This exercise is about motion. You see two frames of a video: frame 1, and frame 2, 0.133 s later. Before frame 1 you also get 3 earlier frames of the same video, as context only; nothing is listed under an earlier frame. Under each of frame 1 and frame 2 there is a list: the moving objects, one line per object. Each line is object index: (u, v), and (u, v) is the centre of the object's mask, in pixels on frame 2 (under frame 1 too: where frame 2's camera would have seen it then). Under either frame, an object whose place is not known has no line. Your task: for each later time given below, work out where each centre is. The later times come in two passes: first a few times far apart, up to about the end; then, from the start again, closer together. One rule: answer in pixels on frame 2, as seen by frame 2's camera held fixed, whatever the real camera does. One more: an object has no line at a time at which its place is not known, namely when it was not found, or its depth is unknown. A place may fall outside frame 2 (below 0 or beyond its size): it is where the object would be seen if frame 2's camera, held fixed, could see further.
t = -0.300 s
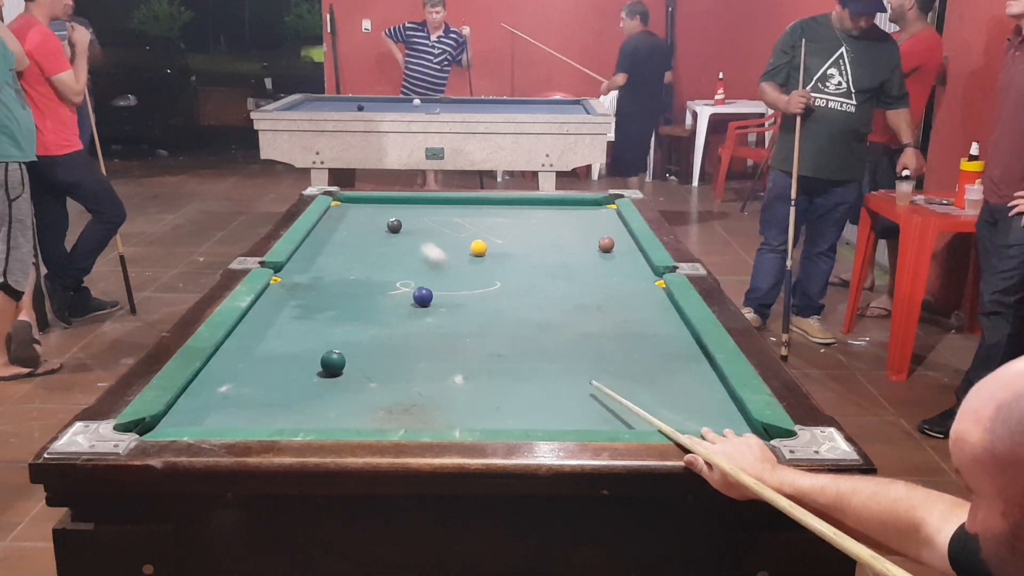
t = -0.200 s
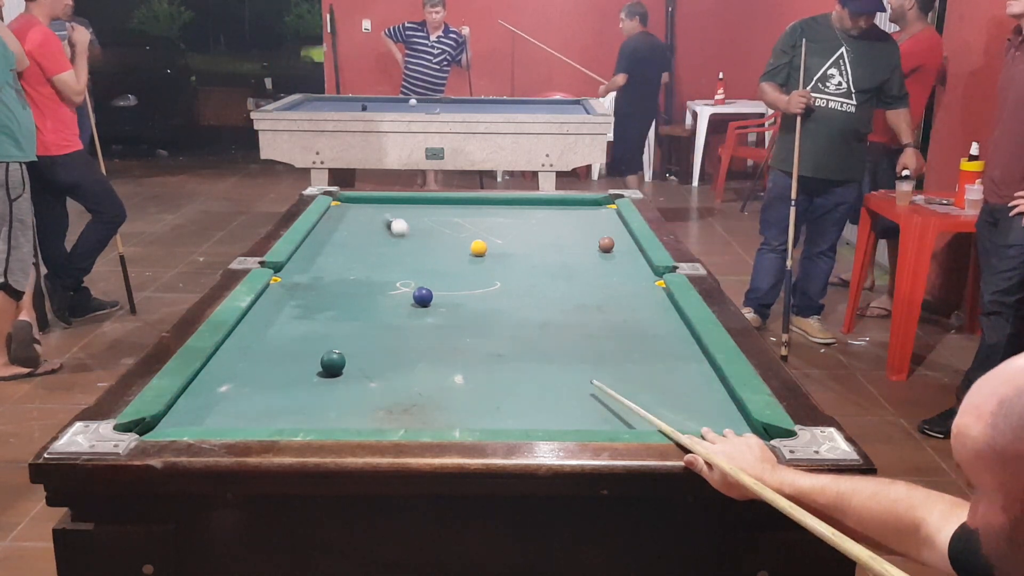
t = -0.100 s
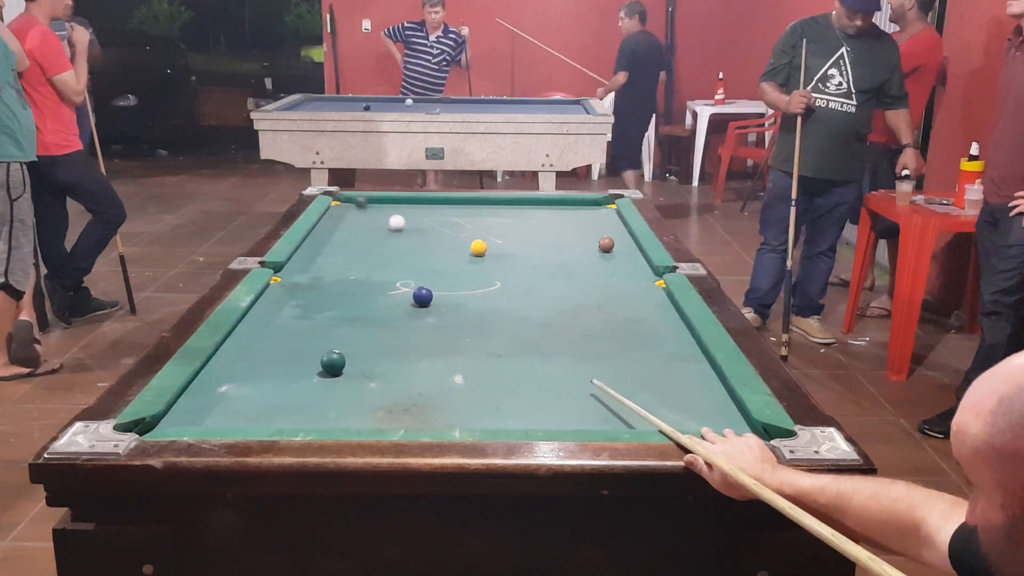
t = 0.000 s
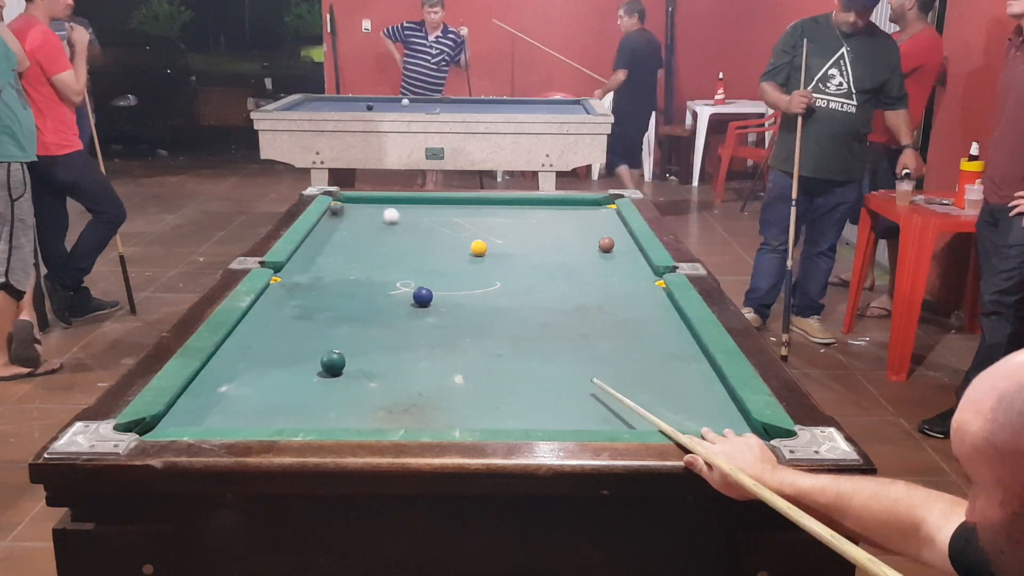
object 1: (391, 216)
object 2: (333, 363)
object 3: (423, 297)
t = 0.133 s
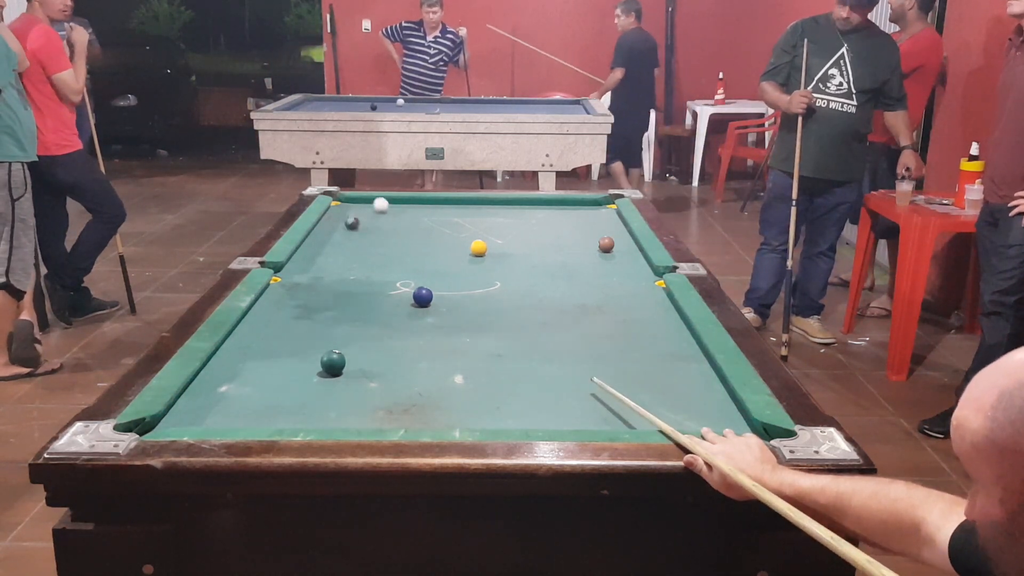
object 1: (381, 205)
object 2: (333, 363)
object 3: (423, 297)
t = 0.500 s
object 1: (343, 215)
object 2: (333, 363)
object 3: (423, 297)
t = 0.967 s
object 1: (327, 240)
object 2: (333, 363)
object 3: (408, 341)
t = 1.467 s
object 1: (334, 270)
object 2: (333, 363)
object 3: (377, 417)
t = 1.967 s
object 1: (342, 306)
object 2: (333, 363)
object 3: (393, 353)
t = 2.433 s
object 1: (349, 346)
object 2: (333, 363)
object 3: (401, 309)
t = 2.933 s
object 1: (396, 379)
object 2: (289, 384)
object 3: (407, 275)
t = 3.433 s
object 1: (453, 409)
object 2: (240, 408)
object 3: (410, 250)
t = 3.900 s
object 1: (505, 416)
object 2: (197, 420)
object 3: (412, 232)
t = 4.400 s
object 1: (546, 400)
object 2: (190, 412)
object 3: (413, 217)
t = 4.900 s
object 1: (577, 385)
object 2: (187, 400)
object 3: (414, 205)
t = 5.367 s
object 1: (600, 374)
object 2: (194, 395)
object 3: (412, 203)
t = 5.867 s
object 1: (617, 365)
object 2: (197, 393)
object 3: (407, 210)
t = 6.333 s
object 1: (627, 360)
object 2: (196, 392)
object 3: (402, 216)
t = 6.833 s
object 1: (635, 356)
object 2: (196, 392)
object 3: (396, 222)
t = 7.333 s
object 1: (637, 356)
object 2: (196, 392)
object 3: (391, 227)
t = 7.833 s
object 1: (637, 356)
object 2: (196, 391)
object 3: (387, 232)
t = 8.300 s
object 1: (637, 356)
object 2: (196, 391)
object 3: (383, 235)
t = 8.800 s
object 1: (637, 356)
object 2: (196, 391)
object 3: (381, 238)
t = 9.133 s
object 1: (637, 356)
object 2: (196, 391)
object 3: (380, 239)
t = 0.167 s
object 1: (378, 203)
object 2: (333, 363)
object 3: (423, 297)
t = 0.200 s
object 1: (376, 200)
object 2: (333, 363)
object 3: (423, 297)
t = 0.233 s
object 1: (373, 199)
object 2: (333, 363)
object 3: (423, 297)
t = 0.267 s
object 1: (370, 199)
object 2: (333, 363)
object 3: (423, 297)
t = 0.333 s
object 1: (362, 205)
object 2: (333, 363)
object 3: (423, 297)
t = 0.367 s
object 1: (359, 207)
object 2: (333, 363)
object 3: (423, 297)
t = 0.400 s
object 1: (355, 209)
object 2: (333, 363)
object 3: (423, 297)
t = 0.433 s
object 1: (351, 211)
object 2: (333, 363)
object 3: (423, 297)
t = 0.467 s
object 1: (347, 212)
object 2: (333, 363)
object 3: (423, 297)
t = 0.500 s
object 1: (343, 215)
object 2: (333, 363)
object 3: (423, 297)
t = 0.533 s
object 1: (338, 216)
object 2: (333, 363)
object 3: (423, 297)
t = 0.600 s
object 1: (330, 220)
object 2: (333, 363)
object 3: (423, 297)
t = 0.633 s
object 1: (326, 222)
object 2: (333, 363)
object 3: (423, 297)
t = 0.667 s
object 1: (323, 224)
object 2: (333, 363)
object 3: (423, 298)
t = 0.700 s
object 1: (324, 225)
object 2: (333, 363)
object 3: (420, 303)
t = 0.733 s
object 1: (324, 227)
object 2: (333, 363)
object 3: (419, 308)
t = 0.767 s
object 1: (324, 229)
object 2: (333, 363)
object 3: (417, 313)
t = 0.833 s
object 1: (325, 232)
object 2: (333, 363)
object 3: (414, 322)
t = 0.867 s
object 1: (325, 234)
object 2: (333, 363)
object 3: (413, 326)
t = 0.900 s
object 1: (326, 236)
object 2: (333, 363)
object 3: (411, 331)
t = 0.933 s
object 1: (326, 238)
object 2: (333, 363)
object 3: (409, 336)
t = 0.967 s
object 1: (327, 240)
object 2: (333, 363)
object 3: (408, 341)
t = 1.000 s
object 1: (328, 241)
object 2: (333, 363)
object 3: (405, 346)
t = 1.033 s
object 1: (328, 243)
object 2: (333, 363)
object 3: (404, 351)
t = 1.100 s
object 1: (329, 247)
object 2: (333, 363)
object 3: (400, 363)
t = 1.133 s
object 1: (330, 249)
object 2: (333, 363)
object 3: (398, 369)
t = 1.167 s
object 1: (330, 251)
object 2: (333, 363)
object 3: (395, 374)
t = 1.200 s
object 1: (331, 253)
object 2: (333, 363)
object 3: (393, 381)
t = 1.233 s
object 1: (331, 255)
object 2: (333, 363)
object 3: (391, 387)
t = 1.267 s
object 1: (331, 257)
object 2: (333, 363)
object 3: (388, 394)
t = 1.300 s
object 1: (332, 259)
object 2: (333, 363)
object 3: (386, 400)
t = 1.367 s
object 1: (333, 263)
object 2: (333, 363)
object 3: (381, 414)
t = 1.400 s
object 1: (333, 265)
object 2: (333, 363)
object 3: (379, 417)
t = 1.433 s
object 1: (334, 267)
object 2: (333, 363)
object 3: (376, 420)
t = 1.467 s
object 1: (334, 270)
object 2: (333, 363)
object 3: (377, 417)
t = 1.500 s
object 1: (334, 272)
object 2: (333, 363)
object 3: (378, 415)
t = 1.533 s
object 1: (335, 275)
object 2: (333, 363)
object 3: (380, 412)
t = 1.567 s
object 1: (335, 277)
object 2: (333, 363)
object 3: (381, 407)
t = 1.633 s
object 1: (337, 281)
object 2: (333, 363)
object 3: (383, 396)
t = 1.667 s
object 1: (337, 283)
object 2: (333, 363)
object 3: (384, 392)
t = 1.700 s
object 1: (338, 286)
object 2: (333, 363)
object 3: (385, 387)
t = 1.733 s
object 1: (338, 288)
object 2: (333, 363)
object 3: (386, 382)
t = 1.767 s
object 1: (339, 291)
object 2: (333, 363)
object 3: (388, 378)
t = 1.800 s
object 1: (339, 293)
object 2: (333, 363)
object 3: (388, 373)
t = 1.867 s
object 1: (340, 298)
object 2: (333, 363)
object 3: (390, 365)
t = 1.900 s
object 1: (341, 300)
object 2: (333, 363)
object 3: (391, 361)
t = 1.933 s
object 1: (341, 303)
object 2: (333, 363)
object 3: (392, 357)
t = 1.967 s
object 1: (342, 306)
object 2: (333, 363)
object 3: (393, 353)
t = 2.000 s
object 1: (342, 308)
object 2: (333, 363)
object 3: (394, 349)
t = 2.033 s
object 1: (343, 311)
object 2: (333, 363)
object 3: (394, 346)
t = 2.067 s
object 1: (343, 314)
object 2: (333, 363)
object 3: (395, 342)
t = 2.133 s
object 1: (345, 319)
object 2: (333, 363)
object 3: (397, 336)
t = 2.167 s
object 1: (345, 322)
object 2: (333, 363)
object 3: (397, 333)
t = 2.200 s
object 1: (345, 325)
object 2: (333, 363)
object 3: (398, 329)
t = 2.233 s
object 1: (346, 328)
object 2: (333, 363)
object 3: (399, 326)
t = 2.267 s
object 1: (346, 331)
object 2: (333, 363)
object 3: (399, 323)
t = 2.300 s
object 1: (346, 334)
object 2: (333, 363)
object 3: (400, 320)
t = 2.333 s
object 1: (347, 337)
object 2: (333, 363)
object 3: (400, 317)
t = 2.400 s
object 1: (349, 343)
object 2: (333, 363)
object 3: (401, 312)
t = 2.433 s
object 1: (349, 346)
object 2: (333, 363)
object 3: (401, 309)
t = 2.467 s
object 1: (350, 349)
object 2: (333, 363)
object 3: (402, 306)
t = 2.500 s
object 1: (351, 352)
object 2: (333, 363)
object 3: (402, 304)
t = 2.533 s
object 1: (353, 355)
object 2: (329, 364)
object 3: (403, 301)
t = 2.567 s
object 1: (357, 357)
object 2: (326, 366)
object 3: (403, 299)
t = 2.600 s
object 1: (360, 359)
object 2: (322, 368)
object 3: (404, 297)
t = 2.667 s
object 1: (367, 363)
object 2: (316, 371)
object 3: (405, 291)
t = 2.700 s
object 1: (371, 365)
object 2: (312, 373)
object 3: (405, 289)
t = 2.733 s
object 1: (374, 367)
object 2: (309, 374)
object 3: (405, 287)
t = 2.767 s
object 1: (378, 369)
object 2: (306, 376)
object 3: (405, 285)
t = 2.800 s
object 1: (381, 371)
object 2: (302, 378)
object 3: (406, 283)
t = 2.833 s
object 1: (385, 373)
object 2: (299, 379)
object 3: (406, 281)
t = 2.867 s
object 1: (388, 375)
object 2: (296, 381)
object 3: (407, 279)
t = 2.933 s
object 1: (396, 379)
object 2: (289, 384)
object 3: (407, 275)
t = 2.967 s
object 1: (399, 380)
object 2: (286, 385)
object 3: (407, 273)
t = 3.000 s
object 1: (403, 382)
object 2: (282, 387)
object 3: (408, 271)
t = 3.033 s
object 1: (407, 384)
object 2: (279, 389)
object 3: (408, 269)
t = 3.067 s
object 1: (411, 387)
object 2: (276, 391)
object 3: (408, 267)
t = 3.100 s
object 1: (414, 389)
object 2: (272, 392)
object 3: (408, 266)
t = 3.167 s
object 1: (422, 392)
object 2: (266, 395)
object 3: (409, 262)
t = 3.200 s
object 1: (426, 395)
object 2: (262, 397)
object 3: (409, 261)
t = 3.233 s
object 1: (429, 397)
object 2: (259, 398)
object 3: (409, 259)
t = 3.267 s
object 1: (433, 399)
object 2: (256, 400)
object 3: (409, 258)
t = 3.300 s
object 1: (437, 401)
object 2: (253, 401)
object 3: (410, 256)
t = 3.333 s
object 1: (441, 403)
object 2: (249, 403)
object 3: (410, 254)
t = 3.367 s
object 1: (445, 405)
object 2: (246, 405)
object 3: (410, 253)
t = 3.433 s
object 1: (453, 409)
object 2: (240, 408)
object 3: (410, 250)
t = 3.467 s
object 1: (457, 412)
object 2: (236, 409)
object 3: (411, 248)
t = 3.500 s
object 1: (461, 413)
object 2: (233, 411)
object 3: (411, 247)
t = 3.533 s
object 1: (465, 414)
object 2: (230, 412)
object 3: (411, 246)
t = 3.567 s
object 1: (469, 415)
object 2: (227, 413)
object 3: (411, 244)
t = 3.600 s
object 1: (473, 417)
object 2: (223, 414)
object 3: (411, 243)
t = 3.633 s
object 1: (477, 418)
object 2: (220, 415)
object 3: (411, 242)
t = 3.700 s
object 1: (485, 420)
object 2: (213, 417)
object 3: (411, 239)
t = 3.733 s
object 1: (489, 420)
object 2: (211, 417)
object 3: (412, 238)
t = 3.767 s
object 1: (492, 419)
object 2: (207, 418)
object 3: (412, 237)
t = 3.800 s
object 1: (495, 419)
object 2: (204, 419)
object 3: (412, 235)
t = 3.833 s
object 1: (499, 418)
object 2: (201, 420)
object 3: (412, 234)
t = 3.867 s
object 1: (502, 417)
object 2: (198, 420)
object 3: (412, 233)
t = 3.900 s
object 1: (505, 416)
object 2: (197, 420)
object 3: (412, 232)
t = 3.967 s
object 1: (511, 415)
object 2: (195, 419)
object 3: (412, 230)
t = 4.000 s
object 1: (514, 414)
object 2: (195, 418)
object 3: (412, 229)
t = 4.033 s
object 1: (517, 413)
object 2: (194, 418)
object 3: (413, 228)
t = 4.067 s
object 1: (519, 412)
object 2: (194, 417)
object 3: (413, 226)
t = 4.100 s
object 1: (522, 411)
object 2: (193, 417)
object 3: (413, 225)
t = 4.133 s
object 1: (525, 409)
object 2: (193, 416)
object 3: (413, 224)
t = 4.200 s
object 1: (531, 407)
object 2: (192, 415)
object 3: (413, 222)
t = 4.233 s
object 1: (533, 406)
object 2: (191, 415)
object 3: (413, 221)
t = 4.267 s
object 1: (536, 404)
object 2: (191, 415)
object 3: (413, 220)
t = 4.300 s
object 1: (539, 403)
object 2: (191, 414)
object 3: (413, 220)
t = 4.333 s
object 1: (541, 402)
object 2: (190, 413)
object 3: (413, 219)
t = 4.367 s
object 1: (543, 401)
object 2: (190, 413)
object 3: (413, 218)
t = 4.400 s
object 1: (546, 400)
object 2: (190, 412)
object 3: (413, 217)
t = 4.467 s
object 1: (550, 398)
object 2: (189, 410)
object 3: (413, 215)
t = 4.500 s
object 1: (552, 397)
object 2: (189, 409)
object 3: (413, 214)
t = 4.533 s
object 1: (554, 396)
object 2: (188, 408)
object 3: (414, 213)
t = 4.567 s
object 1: (557, 394)
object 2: (188, 407)
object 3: (414, 213)
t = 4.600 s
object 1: (559, 393)
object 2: (188, 406)
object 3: (414, 212)
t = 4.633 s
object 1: (561, 392)
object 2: (187, 405)
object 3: (414, 211)
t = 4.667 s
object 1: (563, 391)
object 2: (187, 405)
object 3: (414, 210)
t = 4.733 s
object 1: (567, 390)
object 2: (187, 403)
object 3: (414, 209)
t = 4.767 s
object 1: (569, 389)
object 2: (186, 402)
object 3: (414, 208)
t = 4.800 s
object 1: (571, 388)
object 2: (186, 402)
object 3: (414, 207)
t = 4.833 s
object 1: (573, 387)
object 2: (186, 401)
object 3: (414, 206)
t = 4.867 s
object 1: (575, 386)
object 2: (187, 400)
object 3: (414, 206)
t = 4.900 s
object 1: (577, 385)
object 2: (187, 400)
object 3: (414, 205)
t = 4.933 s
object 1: (579, 384)
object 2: (188, 399)
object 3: (414, 205)
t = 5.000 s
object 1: (582, 382)
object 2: (189, 398)
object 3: (414, 203)
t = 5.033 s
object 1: (584, 382)
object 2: (190, 399)
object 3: (414, 203)
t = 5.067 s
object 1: (586, 380)
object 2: (191, 398)
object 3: (414, 202)
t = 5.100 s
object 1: (588, 380)
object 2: (191, 397)
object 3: (414, 201)
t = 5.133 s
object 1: (589, 379)
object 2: (191, 398)
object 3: (414, 201)
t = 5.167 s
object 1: (591, 378)
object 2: (192, 398)
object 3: (414, 201)
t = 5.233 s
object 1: (595, 377)
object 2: (193, 397)
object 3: (413, 202)
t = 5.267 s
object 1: (596, 376)
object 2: (193, 397)
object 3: (413, 202)
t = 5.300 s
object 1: (597, 375)
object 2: (193, 396)
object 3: (412, 203)
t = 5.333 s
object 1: (599, 375)
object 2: (194, 396)
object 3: (412, 203)
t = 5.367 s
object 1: (600, 374)
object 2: (194, 395)
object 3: (412, 203)
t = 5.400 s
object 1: (601, 374)
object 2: (194, 396)
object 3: (412, 204)
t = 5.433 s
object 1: (603, 373)
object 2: (195, 395)
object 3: (411, 204)
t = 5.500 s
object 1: (605, 371)
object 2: (196, 394)
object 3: (411, 205)
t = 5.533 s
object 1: (606, 371)
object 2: (196, 394)
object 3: (411, 205)
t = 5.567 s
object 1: (608, 370)
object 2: (196, 394)
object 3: (410, 206)
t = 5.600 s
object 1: (609, 370)
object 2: (197, 394)
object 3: (410, 206)
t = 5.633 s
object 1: (610, 369)
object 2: (197, 394)
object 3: (409, 207)
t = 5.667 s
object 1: (611, 369)
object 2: (197, 394)
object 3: (409, 207)
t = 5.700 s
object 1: (612, 368)
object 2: (197, 393)
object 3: (409, 208)
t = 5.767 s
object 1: (614, 367)
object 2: (197, 393)
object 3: (408, 209)
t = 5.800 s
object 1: (615, 366)
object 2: (197, 393)
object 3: (408, 209)
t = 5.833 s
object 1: (616, 366)
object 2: (197, 393)
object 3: (408, 210)
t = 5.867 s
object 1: (617, 365)
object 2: (197, 393)
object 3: (407, 210)
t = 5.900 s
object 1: (618, 365)
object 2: (197, 393)
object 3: (407, 211)
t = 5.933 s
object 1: (619, 364)
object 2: (197, 392)
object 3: (407, 211)
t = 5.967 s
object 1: (620, 364)
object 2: (197, 392)
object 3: (406, 212)
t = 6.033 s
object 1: (622, 363)
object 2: (196, 393)
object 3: (406, 212)
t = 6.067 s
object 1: (622, 363)
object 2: (196, 392)
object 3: (405, 213)
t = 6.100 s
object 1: (623, 362)
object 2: (196, 392)
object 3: (405, 213)
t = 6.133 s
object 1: (624, 362)
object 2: (196, 392)
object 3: (404, 214)
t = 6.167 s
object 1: (625, 361)
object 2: (196, 392)
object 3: (404, 214)
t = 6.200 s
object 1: (625, 361)
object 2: (196, 392)
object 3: (404, 215)
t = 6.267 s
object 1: (626, 360)
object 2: (196, 392)
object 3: (403, 215)
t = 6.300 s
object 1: (627, 360)
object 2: (196, 392)
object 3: (403, 216)
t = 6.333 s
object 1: (627, 360)
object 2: (196, 392)
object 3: (402, 216)
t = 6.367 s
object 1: (628, 359)
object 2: (196, 392)
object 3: (402, 217)
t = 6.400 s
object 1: (628, 359)
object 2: (196, 392)
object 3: (402, 217)
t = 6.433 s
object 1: (629, 359)
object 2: (196, 392)
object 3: (401, 217)
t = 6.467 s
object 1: (630, 358)
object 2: (196, 392)
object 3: (401, 218)
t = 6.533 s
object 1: (631, 358)
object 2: (196, 392)
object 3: (400, 219)
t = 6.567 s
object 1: (631, 358)
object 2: (196, 392)
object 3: (399, 219)
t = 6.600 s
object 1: (631, 358)
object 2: (196, 392)
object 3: (399, 219)
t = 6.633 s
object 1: (632, 357)
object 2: (196, 392)
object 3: (399, 220)
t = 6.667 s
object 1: (633, 357)
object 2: (196, 392)
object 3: (398, 220)
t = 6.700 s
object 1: (633, 357)
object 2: (196, 392)
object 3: (398, 221)
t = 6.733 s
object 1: (634, 357)
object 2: (196, 392)
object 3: (397, 221)
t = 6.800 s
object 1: (634, 357)
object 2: (196, 392)
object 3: (397, 222)
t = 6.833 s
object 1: (635, 356)
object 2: (196, 392)
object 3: (396, 222)
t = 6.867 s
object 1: (635, 356)
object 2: (196, 392)
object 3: (396, 222)
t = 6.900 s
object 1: (635, 356)
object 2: (196, 392)
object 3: (396, 223)
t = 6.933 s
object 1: (635, 356)
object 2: (196, 392)
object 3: (395, 223)
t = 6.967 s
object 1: (636, 356)
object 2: (196, 392)
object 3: (395, 223)
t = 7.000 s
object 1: (636, 356)
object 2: (196, 392)
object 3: (395, 224)
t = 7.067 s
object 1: (637, 356)
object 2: (196, 392)
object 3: (394, 224)
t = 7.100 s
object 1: (637, 356)
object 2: (196, 392)
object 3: (394, 225)
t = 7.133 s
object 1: (637, 356)
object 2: (196, 392)
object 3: (393, 225)
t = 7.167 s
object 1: (637, 356)
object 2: (196, 392)
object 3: (393, 226)
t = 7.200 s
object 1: (637, 356)
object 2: (196, 392)
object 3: (393, 226)
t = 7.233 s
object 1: (637, 356)
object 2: (196, 392)
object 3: (392, 226)
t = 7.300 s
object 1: (637, 356)
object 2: (196, 392)
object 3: (392, 227)
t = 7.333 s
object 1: (637, 356)
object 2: (196, 392)
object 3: (391, 227)
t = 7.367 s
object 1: (637, 356)
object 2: (196, 392)
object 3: (391, 228)
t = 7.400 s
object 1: (637, 356)
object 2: (196, 392)
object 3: (391, 228)
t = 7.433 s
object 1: (637, 357)
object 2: (196, 392)
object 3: (390, 228)
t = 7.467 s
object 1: (637, 356)
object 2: (196, 392)
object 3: (390, 228)
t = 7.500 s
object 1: (637, 356)
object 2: (196, 392)
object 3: (390, 229)
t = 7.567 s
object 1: (637, 356)
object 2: (196, 392)
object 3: (389, 229)
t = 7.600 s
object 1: (637, 356)
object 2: (196, 392)
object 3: (389, 230)
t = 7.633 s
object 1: (637, 356)
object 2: (196, 392)
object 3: (389, 230)
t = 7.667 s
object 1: (637, 356)
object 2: (196, 392)
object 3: (388, 230)
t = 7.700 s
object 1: (637, 356)
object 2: (196, 392)
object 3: (388, 231)
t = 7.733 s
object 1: (637, 356)
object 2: (196, 391)
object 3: (388, 231)
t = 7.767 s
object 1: (637, 356)
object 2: (196, 391)
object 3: (387, 231)
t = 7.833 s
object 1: (637, 356)
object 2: (196, 391)
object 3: (387, 232)
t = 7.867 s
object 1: (637, 356)
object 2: (196, 392)
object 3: (386, 232)
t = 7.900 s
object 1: (637, 356)
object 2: (196, 392)
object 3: (386, 232)
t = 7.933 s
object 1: (637, 356)
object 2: (196, 392)
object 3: (386, 232)
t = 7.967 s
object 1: (637, 356)
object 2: (196, 392)
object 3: (385, 233)
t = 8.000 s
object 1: (637, 356)
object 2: (196, 392)
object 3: (385, 233)
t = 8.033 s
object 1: (637, 356)
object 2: (196, 392)
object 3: (385, 233)
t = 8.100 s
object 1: (637, 356)
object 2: (196, 392)
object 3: (384, 234)
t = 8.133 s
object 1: (637, 356)
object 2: (196, 392)
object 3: (384, 234)
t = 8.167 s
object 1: (637, 356)
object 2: (196, 392)
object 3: (384, 234)
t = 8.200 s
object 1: (637, 356)
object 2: (196, 392)
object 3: (384, 234)
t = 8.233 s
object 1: (637, 356)
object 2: (196, 391)
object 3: (383, 234)
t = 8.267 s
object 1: (637, 356)
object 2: (196, 391)
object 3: (383, 235)
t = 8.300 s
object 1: (637, 356)
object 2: (196, 391)
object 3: (383, 235)
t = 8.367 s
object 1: (637, 356)
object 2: (196, 391)
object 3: (383, 235)
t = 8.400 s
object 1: (637, 356)
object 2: (196, 391)
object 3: (383, 236)
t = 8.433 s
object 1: (637, 356)
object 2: (196, 391)
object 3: (383, 236)
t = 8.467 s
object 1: (637, 356)
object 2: (196, 391)
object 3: (383, 236)
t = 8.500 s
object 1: (637, 356)
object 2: (196, 391)
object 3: (382, 236)
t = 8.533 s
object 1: (637, 356)
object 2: (196, 391)
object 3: (382, 236)
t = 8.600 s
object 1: (636, 356)
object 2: (196, 391)
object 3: (382, 237)
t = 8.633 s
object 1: (636, 356)
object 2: (196, 391)
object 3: (382, 237)
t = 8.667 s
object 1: (636, 356)
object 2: (196, 391)
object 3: (381, 237)
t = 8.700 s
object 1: (637, 356)
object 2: (196, 391)
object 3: (381, 237)
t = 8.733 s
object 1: (637, 356)
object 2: (196, 391)
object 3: (381, 237)
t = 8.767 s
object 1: (637, 356)
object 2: (196, 391)
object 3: (381, 238)
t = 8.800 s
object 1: (637, 356)
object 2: (196, 391)
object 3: (381, 238)
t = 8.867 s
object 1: (637, 356)
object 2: (196, 391)
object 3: (381, 238)
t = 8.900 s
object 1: (637, 356)
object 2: (196, 391)
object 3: (380, 238)
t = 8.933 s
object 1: (637, 356)
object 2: (196, 391)
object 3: (380, 238)
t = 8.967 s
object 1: (637, 356)
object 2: (196, 391)
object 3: (380, 238)
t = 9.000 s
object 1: (636, 356)
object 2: (196, 391)
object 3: (380, 238)
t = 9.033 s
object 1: (636, 356)
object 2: (196, 391)
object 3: (380, 238)
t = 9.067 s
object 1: (637, 356)
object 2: (196, 392)
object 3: (380, 239)
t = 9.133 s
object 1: (637, 356)
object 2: (196, 391)
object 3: (380, 239)
